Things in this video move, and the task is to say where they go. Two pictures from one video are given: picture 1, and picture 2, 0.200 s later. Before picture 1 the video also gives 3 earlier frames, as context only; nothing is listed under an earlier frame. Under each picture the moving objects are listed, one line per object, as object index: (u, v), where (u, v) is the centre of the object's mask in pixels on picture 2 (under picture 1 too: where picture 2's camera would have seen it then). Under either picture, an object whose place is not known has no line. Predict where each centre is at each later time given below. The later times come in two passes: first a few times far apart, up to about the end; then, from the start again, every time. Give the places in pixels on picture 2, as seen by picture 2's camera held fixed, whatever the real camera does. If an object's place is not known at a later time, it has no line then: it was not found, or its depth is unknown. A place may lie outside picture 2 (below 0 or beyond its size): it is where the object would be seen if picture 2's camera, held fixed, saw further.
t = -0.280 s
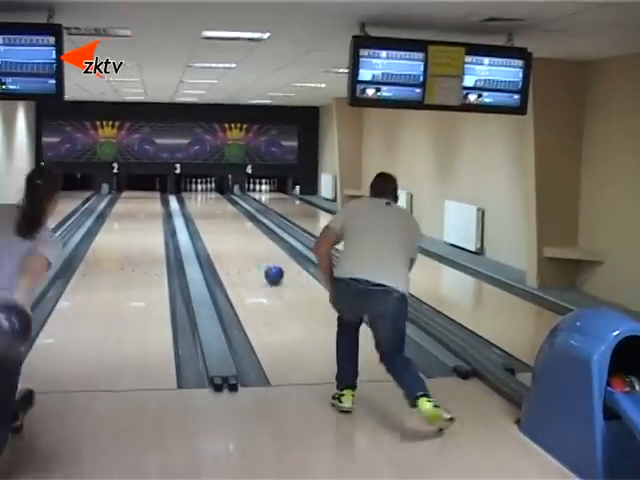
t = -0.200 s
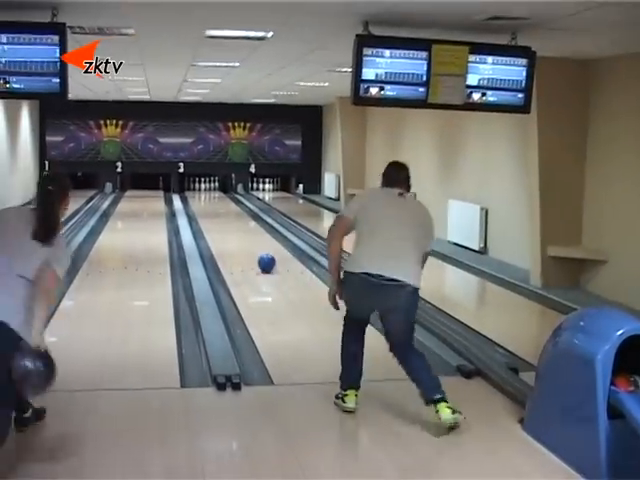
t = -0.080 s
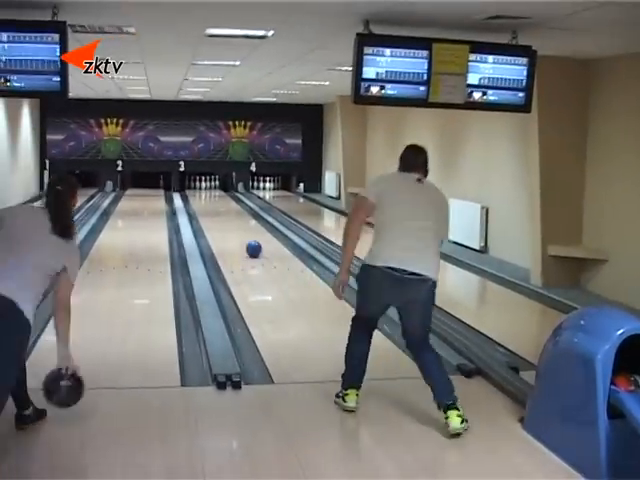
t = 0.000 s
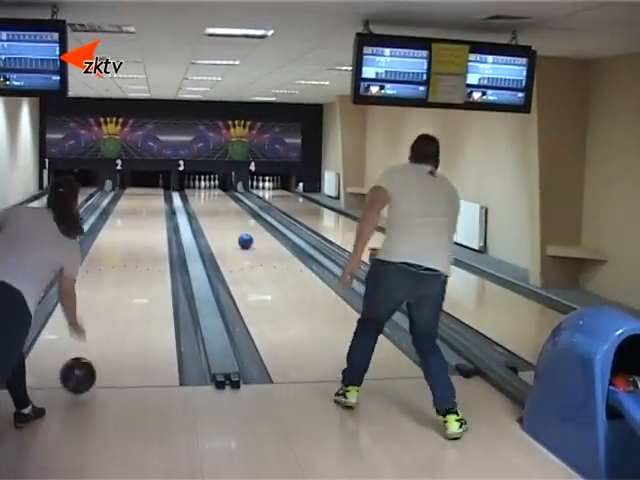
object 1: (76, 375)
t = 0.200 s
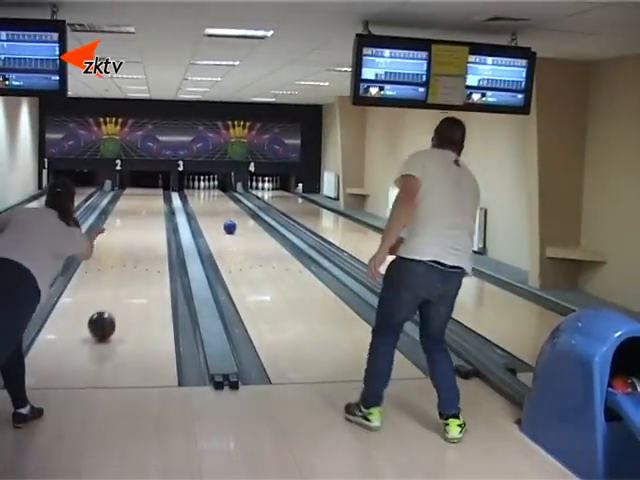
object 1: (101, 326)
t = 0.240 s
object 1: (105, 317)
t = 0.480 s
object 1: (122, 280)
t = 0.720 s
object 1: (133, 256)
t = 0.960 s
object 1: (140, 239)
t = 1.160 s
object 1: (144, 228)
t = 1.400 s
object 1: (149, 218)
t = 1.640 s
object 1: (152, 210)
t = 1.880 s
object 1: (154, 203)
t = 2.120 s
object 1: (156, 197)
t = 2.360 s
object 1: (156, 193)
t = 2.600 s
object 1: (157, 189)
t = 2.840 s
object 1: (157, 186)
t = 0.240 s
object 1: (105, 317)
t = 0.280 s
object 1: (108, 310)
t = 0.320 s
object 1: (112, 303)
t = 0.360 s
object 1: (115, 296)
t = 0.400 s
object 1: (117, 290)
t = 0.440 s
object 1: (119, 285)
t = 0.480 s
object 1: (122, 280)
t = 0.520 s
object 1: (125, 278)
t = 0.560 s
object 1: (127, 268)
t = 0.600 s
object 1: (128, 267)
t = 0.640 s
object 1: (130, 263)
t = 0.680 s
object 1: (131, 259)
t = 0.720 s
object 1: (133, 256)
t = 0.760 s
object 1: (134, 252)
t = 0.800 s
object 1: (135, 250)
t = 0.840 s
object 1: (137, 246)
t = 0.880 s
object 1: (138, 244)
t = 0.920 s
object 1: (139, 241)
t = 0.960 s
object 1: (140, 239)
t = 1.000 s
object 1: (141, 236)
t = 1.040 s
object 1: (142, 234)
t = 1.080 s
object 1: (143, 232)
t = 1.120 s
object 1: (144, 230)
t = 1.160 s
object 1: (144, 228)
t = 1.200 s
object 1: (145, 226)
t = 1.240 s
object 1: (146, 224)
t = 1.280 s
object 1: (147, 222)
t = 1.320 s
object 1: (148, 221)
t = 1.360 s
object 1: (148, 219)
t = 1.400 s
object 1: (149, 218)
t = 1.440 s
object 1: (150, 216)
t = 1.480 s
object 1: (150, 215)
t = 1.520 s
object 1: (151, 213)
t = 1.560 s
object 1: (151, 212)
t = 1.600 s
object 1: (151, 211)
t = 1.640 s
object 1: (152, 210)
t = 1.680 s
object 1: (152, 208)
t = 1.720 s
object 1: (153, 207)
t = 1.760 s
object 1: (153, 206)
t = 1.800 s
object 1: (154, 205)
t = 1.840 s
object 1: (154, 204)
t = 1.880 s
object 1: (154, 203)
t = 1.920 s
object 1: (154, 202)
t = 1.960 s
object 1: (155, 201)
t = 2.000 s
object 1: (155, 200)
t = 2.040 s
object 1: (155, 199)
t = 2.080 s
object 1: (155, 198)
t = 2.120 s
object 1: (156, 197)
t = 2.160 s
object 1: (156, 197)
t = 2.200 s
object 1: (156, 197)
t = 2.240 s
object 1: (156, 196)
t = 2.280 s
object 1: (156, 195)
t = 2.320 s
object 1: (156, 194)
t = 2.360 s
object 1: (156, 193)
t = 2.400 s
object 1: (156, 193)
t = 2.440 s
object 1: (156, 192)
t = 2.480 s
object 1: (157, 191)
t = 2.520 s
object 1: (156, 191)
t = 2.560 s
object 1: (156, 190)
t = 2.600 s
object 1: (157, 189)
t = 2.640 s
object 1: (157, 188)
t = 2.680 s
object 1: (157, 188)
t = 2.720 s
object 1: (157, 187)
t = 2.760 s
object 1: (157, 187)
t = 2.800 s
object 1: (157, 186)
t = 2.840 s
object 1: (157, 186)
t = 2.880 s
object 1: (157, 186)
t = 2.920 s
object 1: (157, 186)
